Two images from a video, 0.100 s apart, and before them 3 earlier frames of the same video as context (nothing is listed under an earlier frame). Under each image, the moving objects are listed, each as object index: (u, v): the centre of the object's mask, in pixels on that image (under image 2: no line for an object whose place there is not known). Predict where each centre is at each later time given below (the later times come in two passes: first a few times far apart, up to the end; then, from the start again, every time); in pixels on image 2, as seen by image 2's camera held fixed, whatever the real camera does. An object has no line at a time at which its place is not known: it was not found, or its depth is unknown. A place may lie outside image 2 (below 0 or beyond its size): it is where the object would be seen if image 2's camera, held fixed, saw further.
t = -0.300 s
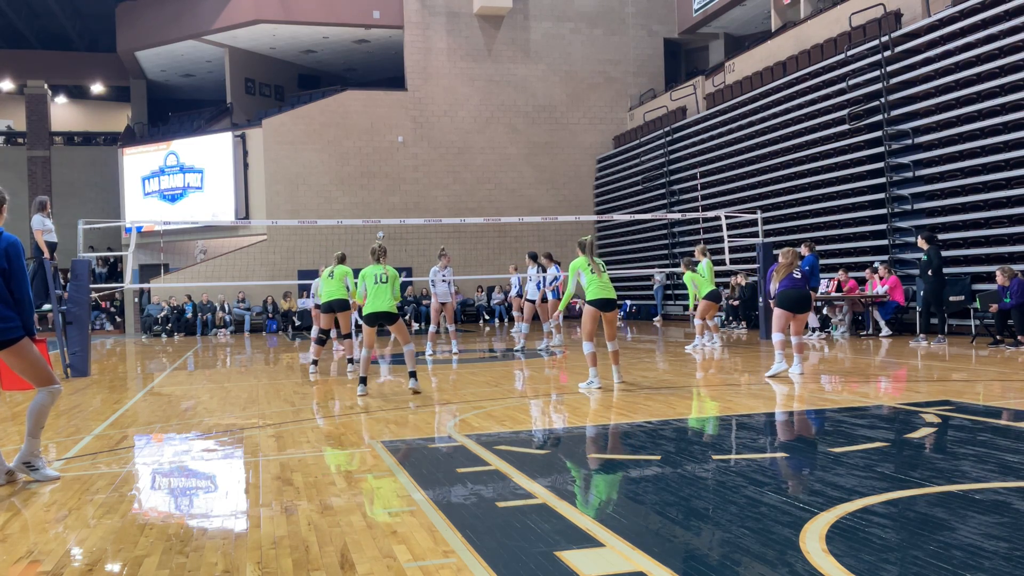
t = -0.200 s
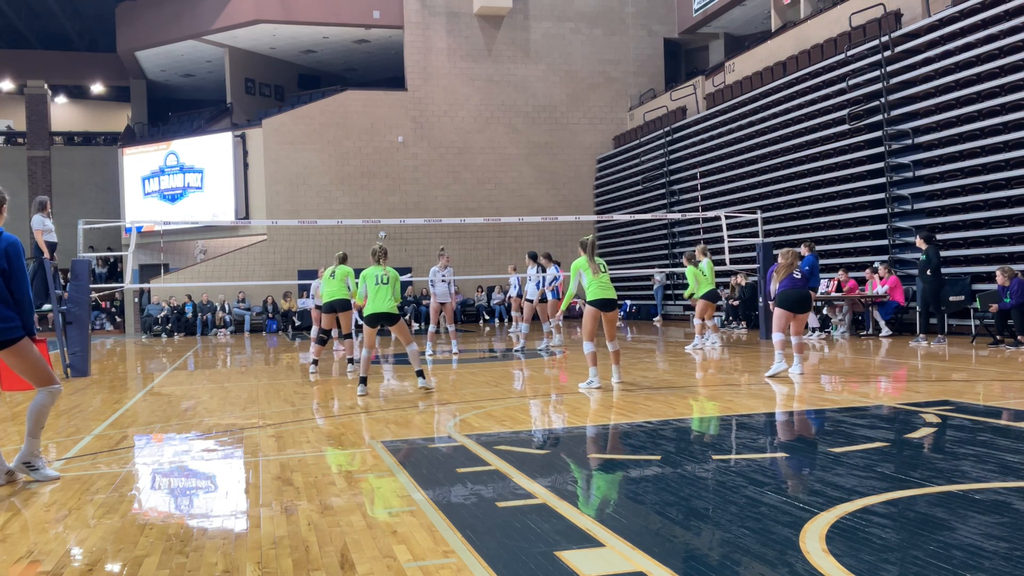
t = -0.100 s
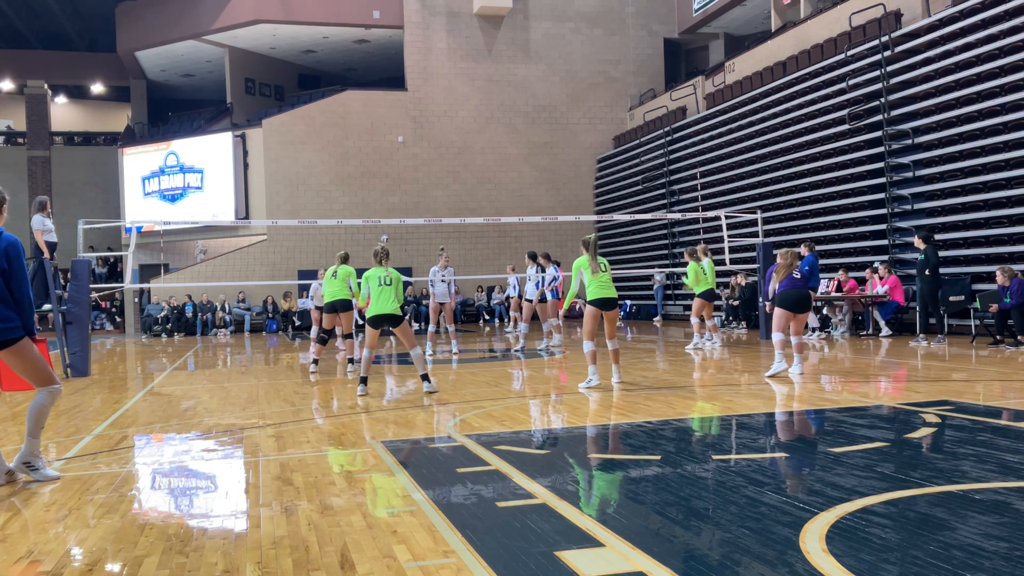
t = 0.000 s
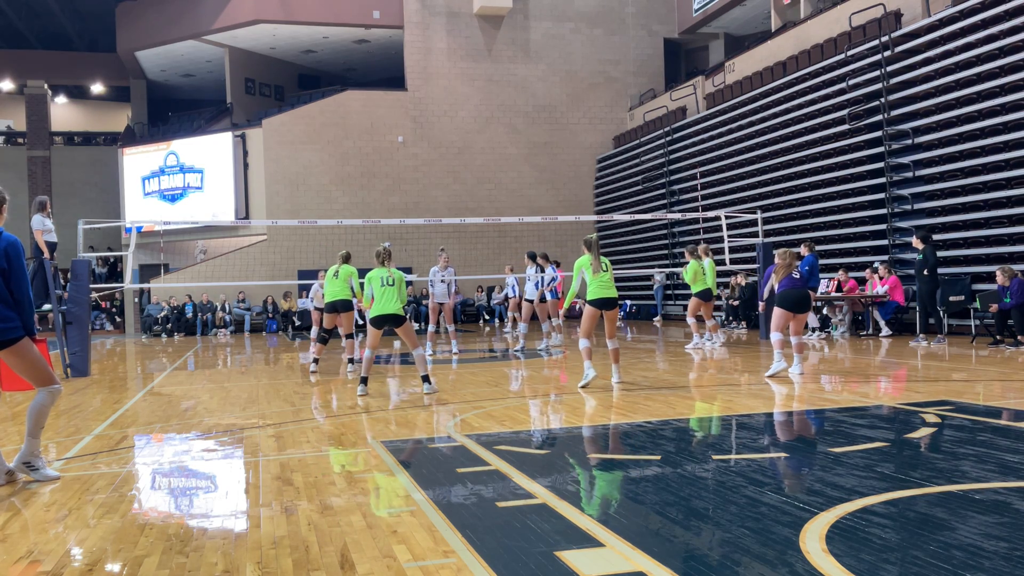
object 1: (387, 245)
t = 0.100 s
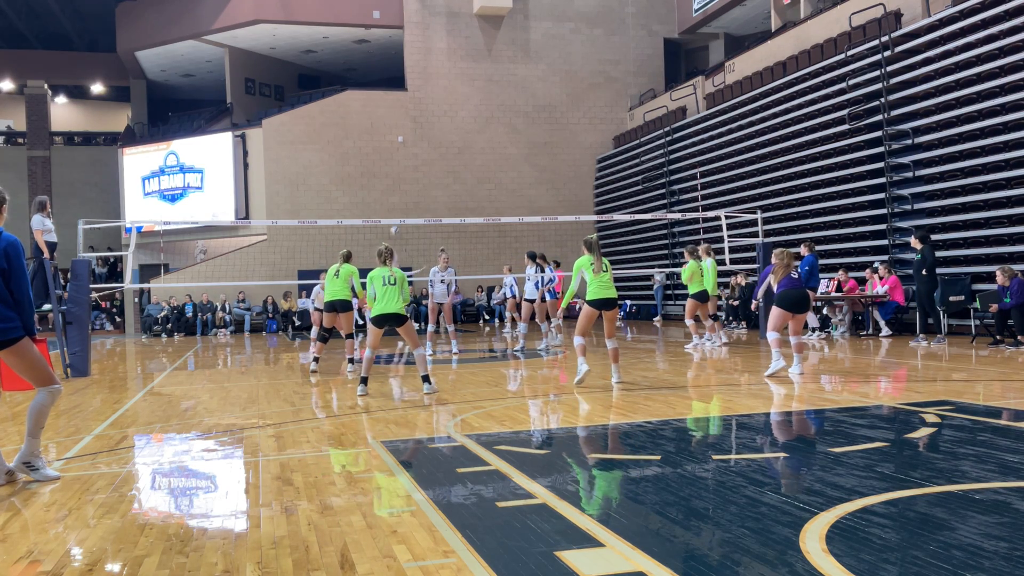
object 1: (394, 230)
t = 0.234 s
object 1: (406, 203)
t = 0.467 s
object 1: (432, 169)
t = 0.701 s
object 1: (471, 161)
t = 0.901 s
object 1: (515, 188)
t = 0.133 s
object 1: (396, 226)
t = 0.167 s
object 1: (400, 215)
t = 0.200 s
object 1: (403, 210)
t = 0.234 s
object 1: (406, 203)
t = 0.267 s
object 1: (409, 197)
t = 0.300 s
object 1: (412, 191)
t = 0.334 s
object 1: (415, 186)
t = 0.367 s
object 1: (419, 181)
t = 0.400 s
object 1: (423, 176)
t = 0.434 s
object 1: (428, 172)
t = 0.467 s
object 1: (432, 169)
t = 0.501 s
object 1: (437, 166)
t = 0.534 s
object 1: (442, 163)
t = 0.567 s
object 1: (448, 161)
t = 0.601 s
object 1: (453, 160)
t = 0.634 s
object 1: (459, 160)
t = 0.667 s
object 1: (465, 160)
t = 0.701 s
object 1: (471, 161)
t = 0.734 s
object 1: (478, 163)
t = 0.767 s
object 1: (485, 166)
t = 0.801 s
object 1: (492, 170)
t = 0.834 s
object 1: (499, 175)
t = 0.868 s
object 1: (507, 181)
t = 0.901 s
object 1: (515, 188)
